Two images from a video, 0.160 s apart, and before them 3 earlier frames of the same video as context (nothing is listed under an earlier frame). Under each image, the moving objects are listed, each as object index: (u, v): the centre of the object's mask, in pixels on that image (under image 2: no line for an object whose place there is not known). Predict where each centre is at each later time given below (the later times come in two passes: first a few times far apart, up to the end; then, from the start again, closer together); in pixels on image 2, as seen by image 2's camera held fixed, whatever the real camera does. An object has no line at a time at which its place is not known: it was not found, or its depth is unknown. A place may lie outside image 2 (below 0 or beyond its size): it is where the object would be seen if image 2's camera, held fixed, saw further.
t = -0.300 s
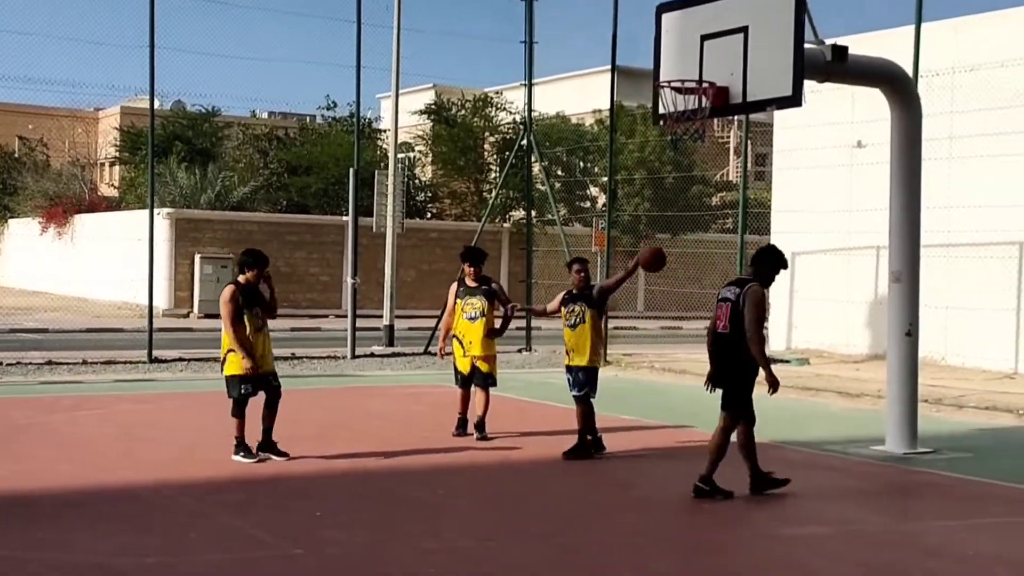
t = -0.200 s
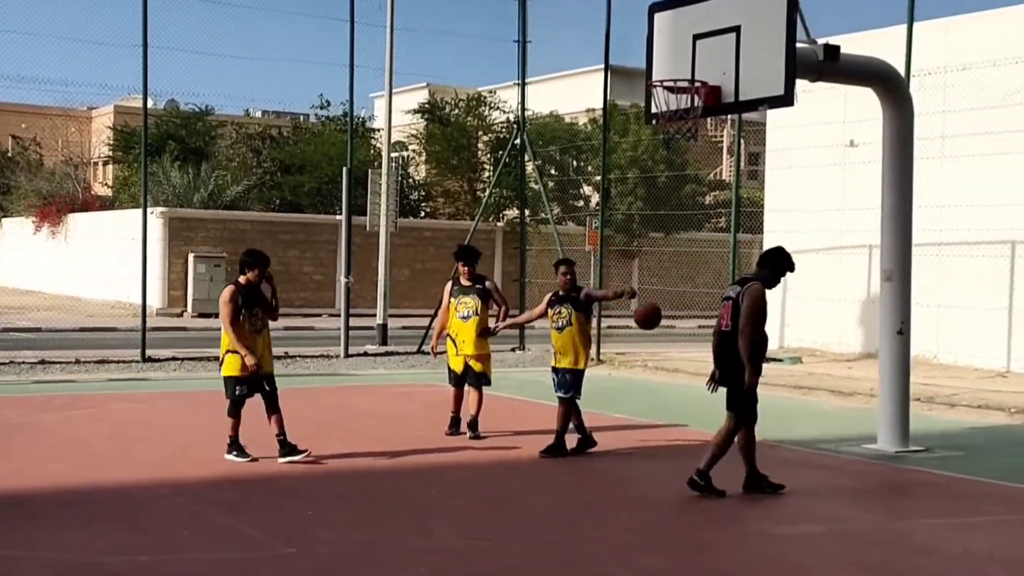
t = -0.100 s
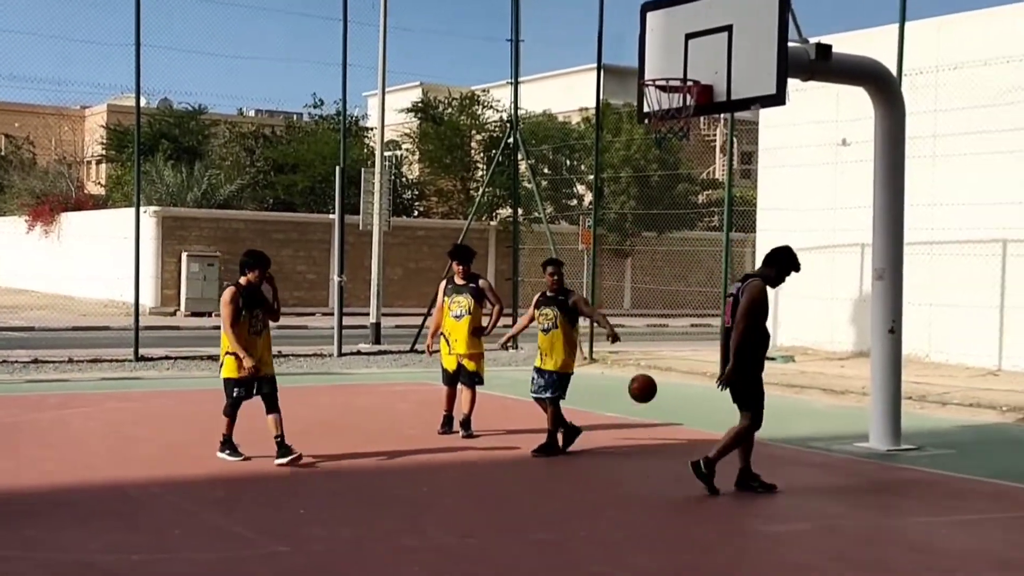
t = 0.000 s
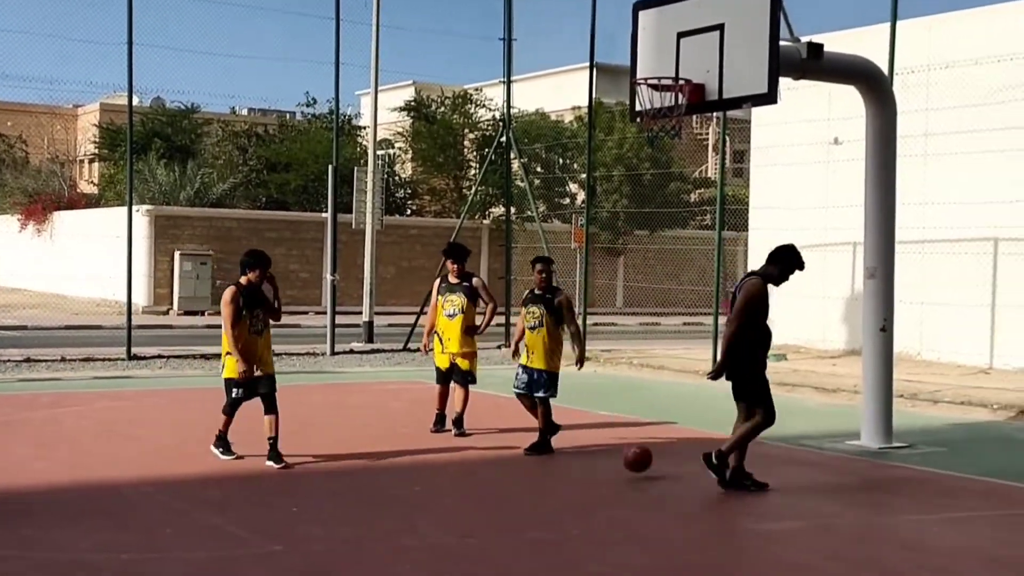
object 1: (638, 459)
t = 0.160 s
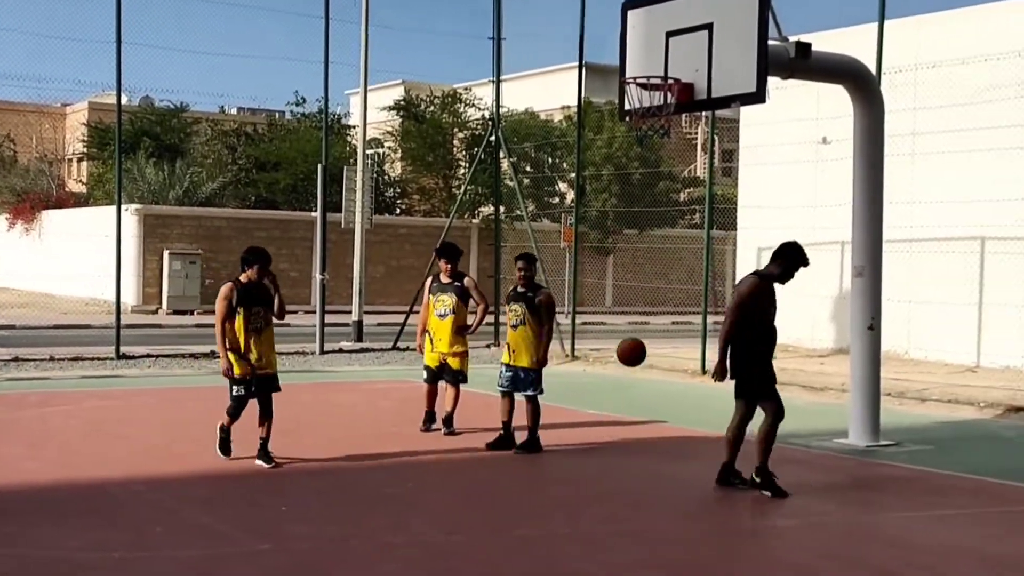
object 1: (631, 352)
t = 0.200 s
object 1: (633, 330)
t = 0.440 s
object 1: (645, 247)
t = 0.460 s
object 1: (647, 242)
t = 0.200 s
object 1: (633, 330)
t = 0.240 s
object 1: (635, 312)
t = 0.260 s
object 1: (636, 303)
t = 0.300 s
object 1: (637, 286)
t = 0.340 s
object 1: (639, 272)
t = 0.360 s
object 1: (641, 266)
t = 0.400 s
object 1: (643, 255)
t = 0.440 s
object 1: (645, 247)
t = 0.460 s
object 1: (647, 242)
